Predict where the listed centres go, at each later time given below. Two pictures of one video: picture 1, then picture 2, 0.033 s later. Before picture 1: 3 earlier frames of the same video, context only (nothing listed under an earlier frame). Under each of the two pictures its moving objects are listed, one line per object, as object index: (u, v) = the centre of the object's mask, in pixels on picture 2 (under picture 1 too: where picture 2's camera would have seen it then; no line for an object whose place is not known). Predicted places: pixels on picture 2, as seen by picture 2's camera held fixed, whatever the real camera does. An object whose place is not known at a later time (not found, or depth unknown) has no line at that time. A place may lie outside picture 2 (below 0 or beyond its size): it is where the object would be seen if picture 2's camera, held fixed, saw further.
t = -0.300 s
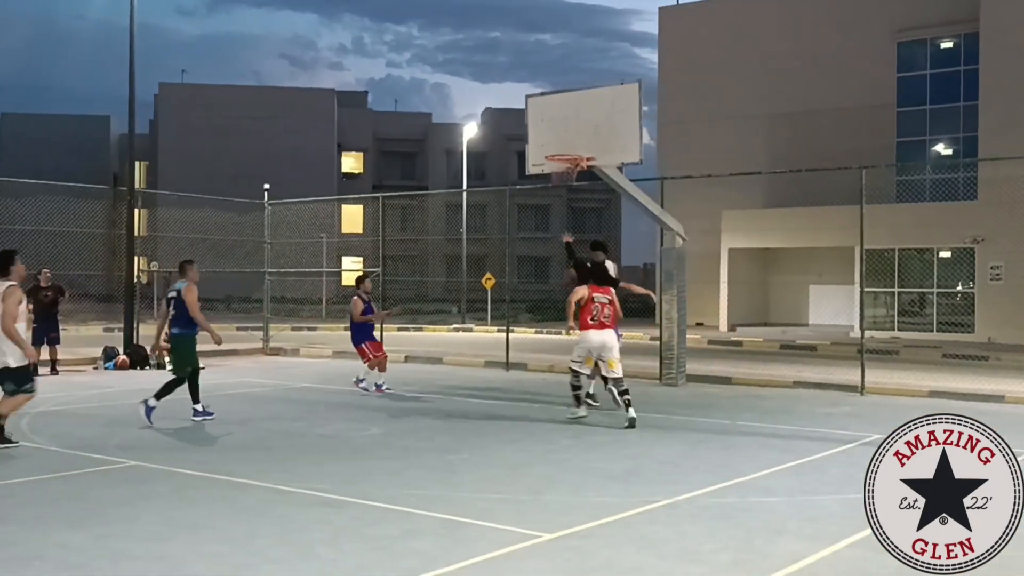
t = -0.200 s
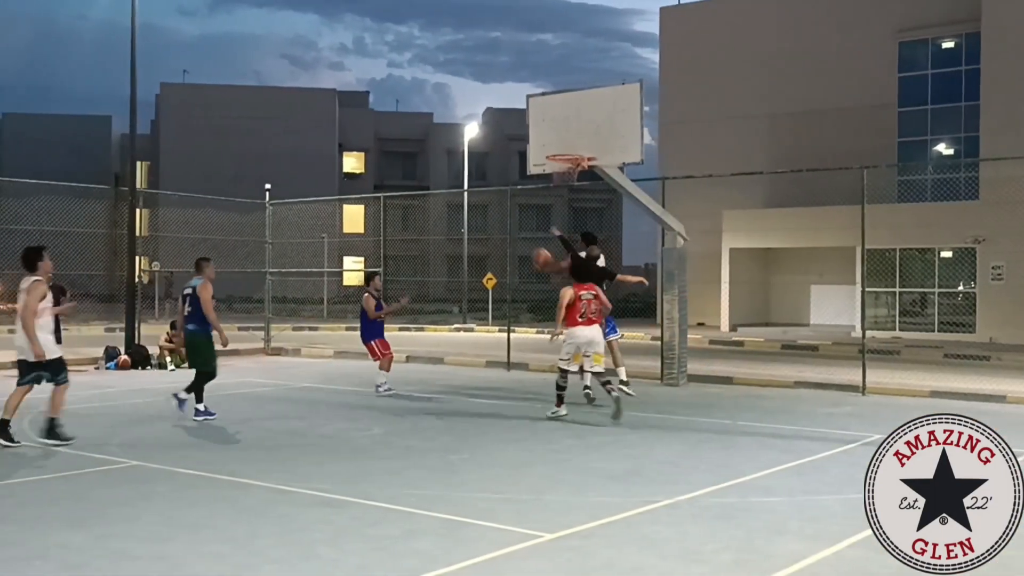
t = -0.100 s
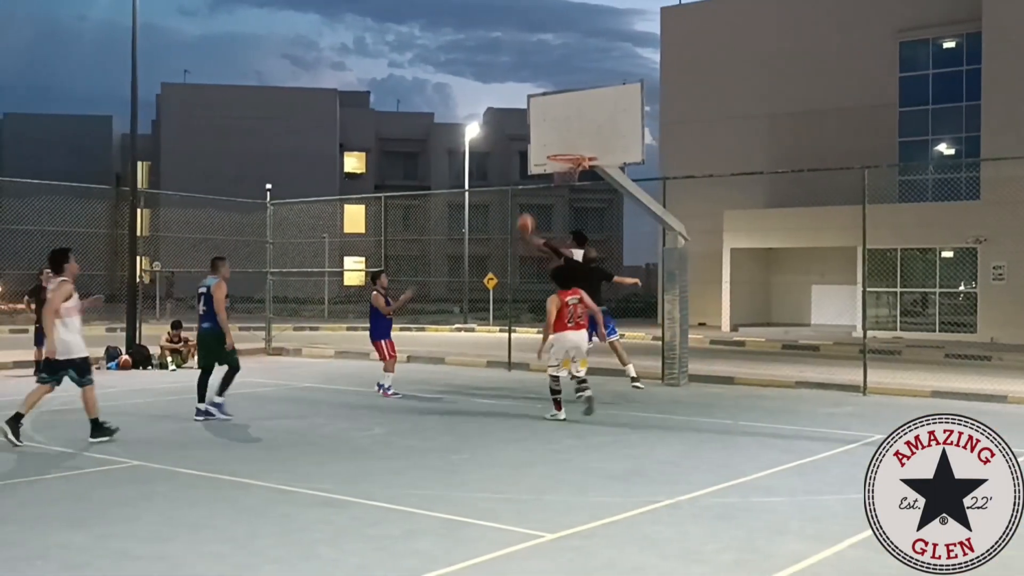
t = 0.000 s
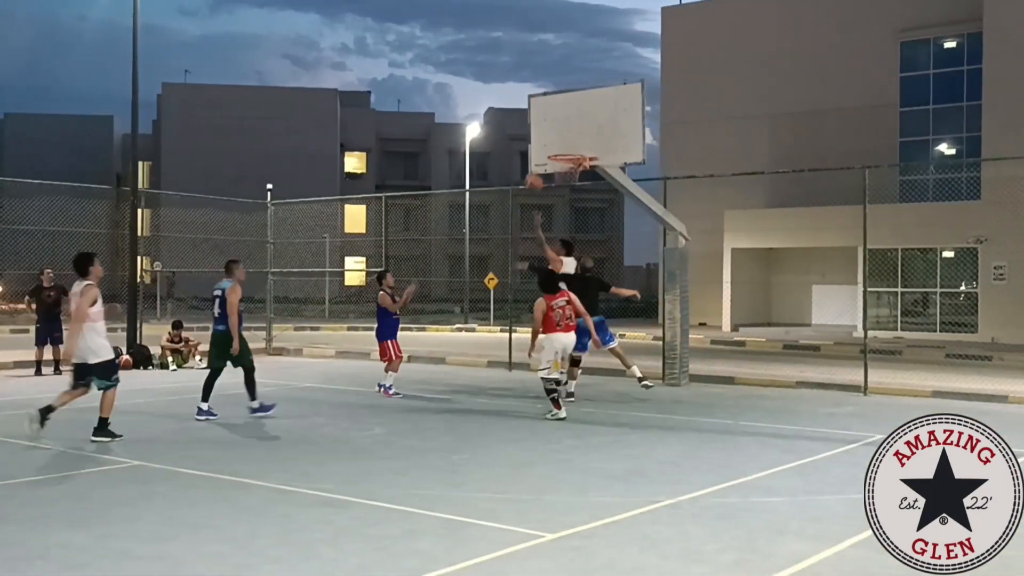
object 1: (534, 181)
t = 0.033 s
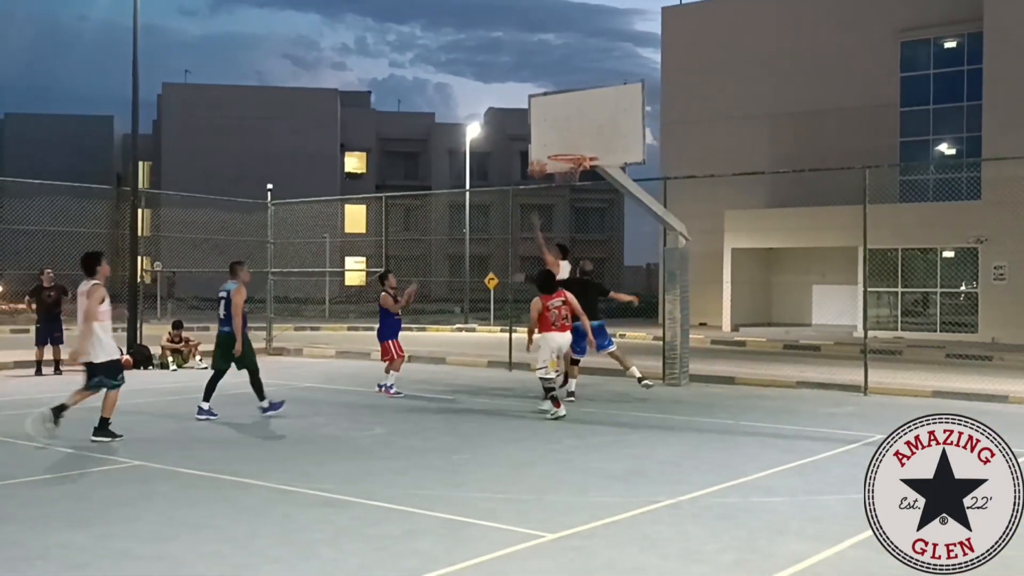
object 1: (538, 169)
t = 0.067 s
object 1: (539, 158)
